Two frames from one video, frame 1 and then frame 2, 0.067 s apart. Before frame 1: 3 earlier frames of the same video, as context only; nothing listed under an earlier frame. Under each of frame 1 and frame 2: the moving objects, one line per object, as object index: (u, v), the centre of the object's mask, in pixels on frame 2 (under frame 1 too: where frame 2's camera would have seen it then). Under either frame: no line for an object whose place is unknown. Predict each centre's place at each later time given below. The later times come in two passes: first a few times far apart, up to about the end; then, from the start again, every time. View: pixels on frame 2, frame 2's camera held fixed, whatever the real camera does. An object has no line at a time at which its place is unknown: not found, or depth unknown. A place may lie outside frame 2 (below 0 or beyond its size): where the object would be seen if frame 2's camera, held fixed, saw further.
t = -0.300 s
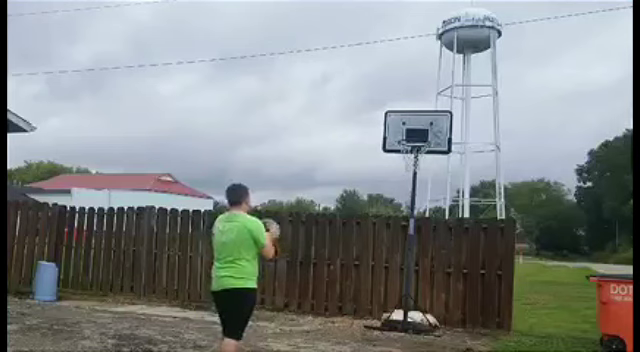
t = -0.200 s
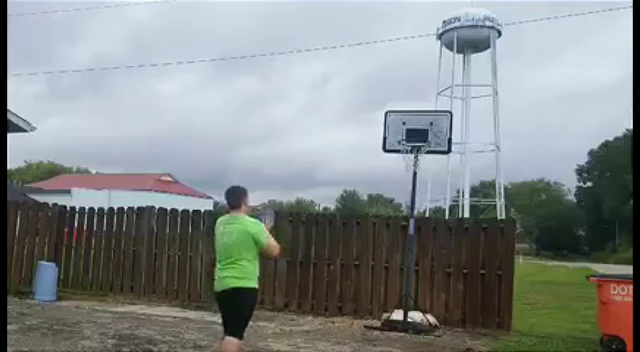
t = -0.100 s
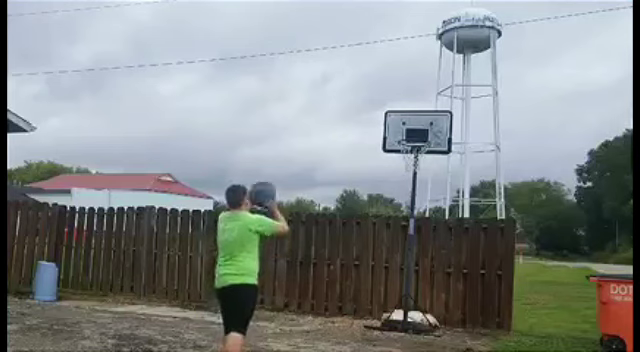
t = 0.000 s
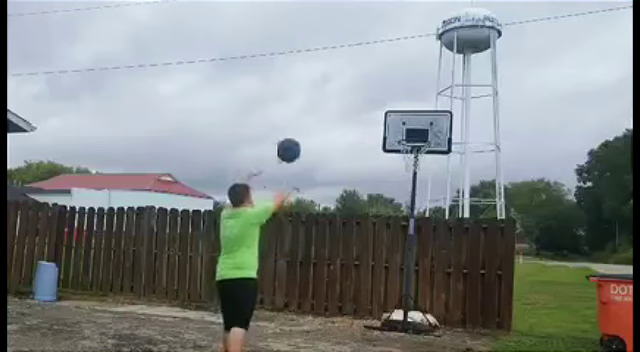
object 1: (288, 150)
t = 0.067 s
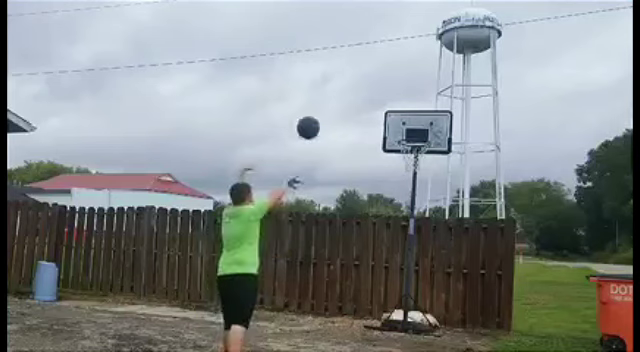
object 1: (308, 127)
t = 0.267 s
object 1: (354, 94)
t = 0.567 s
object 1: (400, 105)
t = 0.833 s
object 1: (421, 138)
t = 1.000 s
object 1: (411, 159)
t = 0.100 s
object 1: (316, 118)
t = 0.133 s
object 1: (325, 111)
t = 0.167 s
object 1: (333, 105)
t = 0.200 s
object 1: (340, 100)
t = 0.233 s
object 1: (347, 96)
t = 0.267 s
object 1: (354, 94)
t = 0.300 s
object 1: (360, 92)
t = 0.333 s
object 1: (366, 91)
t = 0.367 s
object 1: (371, 91)
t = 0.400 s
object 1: (377, 91)
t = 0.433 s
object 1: (382, 93)
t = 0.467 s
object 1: (387, 95)
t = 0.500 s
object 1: (391, 98)
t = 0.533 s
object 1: (396, 101)
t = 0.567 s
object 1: (400, 105)
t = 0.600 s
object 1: (404, 109)
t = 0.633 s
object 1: (407, 114)
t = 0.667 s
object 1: (411, 120)
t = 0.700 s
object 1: (414, 123)
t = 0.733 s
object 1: (415, 124)
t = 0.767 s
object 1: (416, 127)
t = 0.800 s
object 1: (418, 135)
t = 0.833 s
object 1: (421, 138)
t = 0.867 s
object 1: (418, 145)
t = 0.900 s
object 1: (416, 152)
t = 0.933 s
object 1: (415, 155)
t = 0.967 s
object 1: (413, 157)
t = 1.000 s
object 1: (411, 159)
